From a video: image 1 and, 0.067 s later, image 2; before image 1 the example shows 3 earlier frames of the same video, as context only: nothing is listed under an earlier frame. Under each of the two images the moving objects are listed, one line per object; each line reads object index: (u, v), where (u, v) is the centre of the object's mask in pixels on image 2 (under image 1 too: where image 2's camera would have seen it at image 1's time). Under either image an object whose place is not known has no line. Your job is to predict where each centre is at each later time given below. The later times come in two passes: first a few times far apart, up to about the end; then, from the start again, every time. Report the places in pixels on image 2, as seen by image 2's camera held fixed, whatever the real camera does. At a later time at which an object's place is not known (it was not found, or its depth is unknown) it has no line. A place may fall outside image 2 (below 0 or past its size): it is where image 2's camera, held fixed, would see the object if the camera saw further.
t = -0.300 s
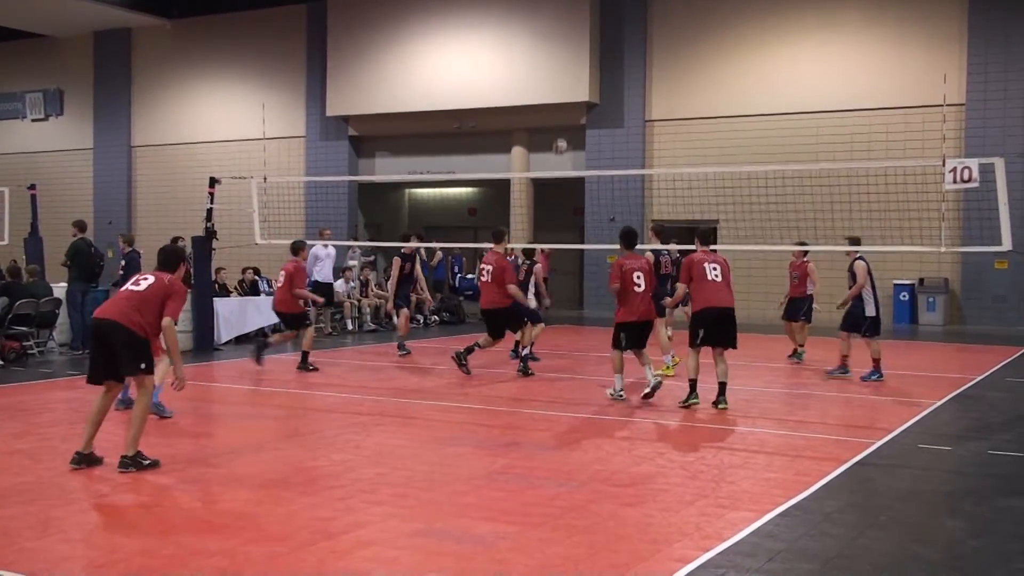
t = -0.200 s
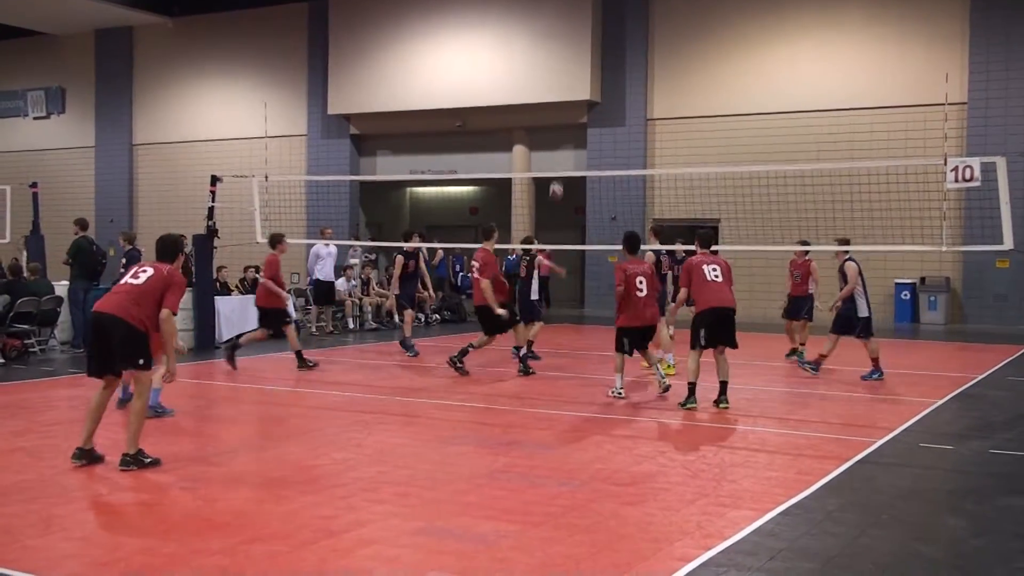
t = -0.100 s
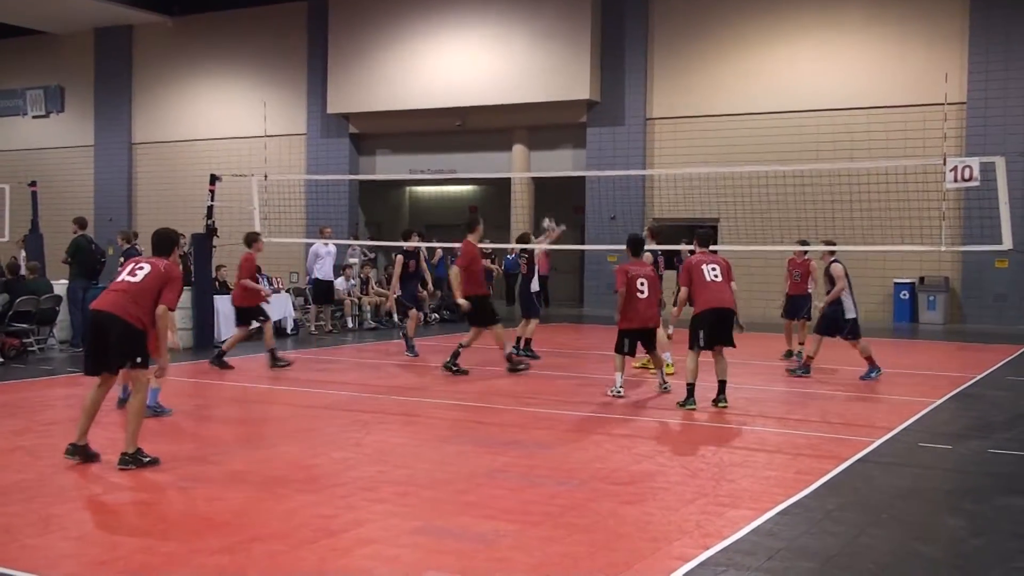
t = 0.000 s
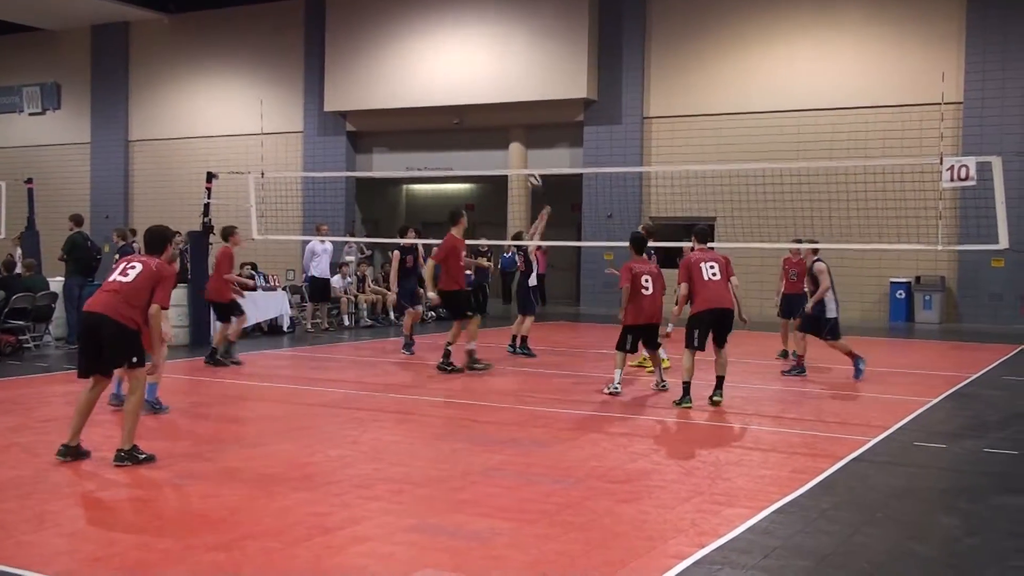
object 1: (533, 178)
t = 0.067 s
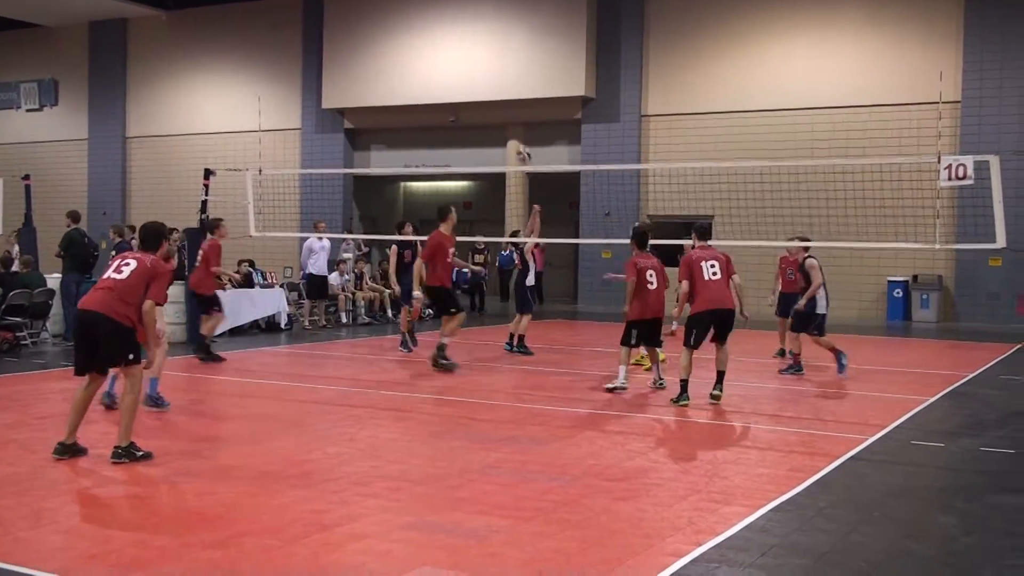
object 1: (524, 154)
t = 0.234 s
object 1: (502, 99)
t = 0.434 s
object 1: (470, 60)
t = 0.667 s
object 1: (425, 57)
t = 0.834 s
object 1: (386, 94)
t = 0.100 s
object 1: (520, 141)
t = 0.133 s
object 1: (516, 130)
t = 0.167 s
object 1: (511, 119)
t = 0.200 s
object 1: (506, 108)
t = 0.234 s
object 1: (502, 99)
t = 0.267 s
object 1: (497, 91)
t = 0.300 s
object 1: (492, 84)
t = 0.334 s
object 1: (487, 77)
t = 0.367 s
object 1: (481, 70)
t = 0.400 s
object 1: (476, 65)
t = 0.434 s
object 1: (470, 60)
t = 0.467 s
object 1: (465, 57)
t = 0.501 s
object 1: (459, 54)
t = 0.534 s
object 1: (453, 52)
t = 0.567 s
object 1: (446, 52)
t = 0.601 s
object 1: (439, 52)
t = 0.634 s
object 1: (433, 54)
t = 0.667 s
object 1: (425, 57)
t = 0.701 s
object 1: (418, 61)
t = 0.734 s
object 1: (410, 67)
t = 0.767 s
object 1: (402, 75)
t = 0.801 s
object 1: (393, 83)
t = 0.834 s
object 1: (386, 94)
